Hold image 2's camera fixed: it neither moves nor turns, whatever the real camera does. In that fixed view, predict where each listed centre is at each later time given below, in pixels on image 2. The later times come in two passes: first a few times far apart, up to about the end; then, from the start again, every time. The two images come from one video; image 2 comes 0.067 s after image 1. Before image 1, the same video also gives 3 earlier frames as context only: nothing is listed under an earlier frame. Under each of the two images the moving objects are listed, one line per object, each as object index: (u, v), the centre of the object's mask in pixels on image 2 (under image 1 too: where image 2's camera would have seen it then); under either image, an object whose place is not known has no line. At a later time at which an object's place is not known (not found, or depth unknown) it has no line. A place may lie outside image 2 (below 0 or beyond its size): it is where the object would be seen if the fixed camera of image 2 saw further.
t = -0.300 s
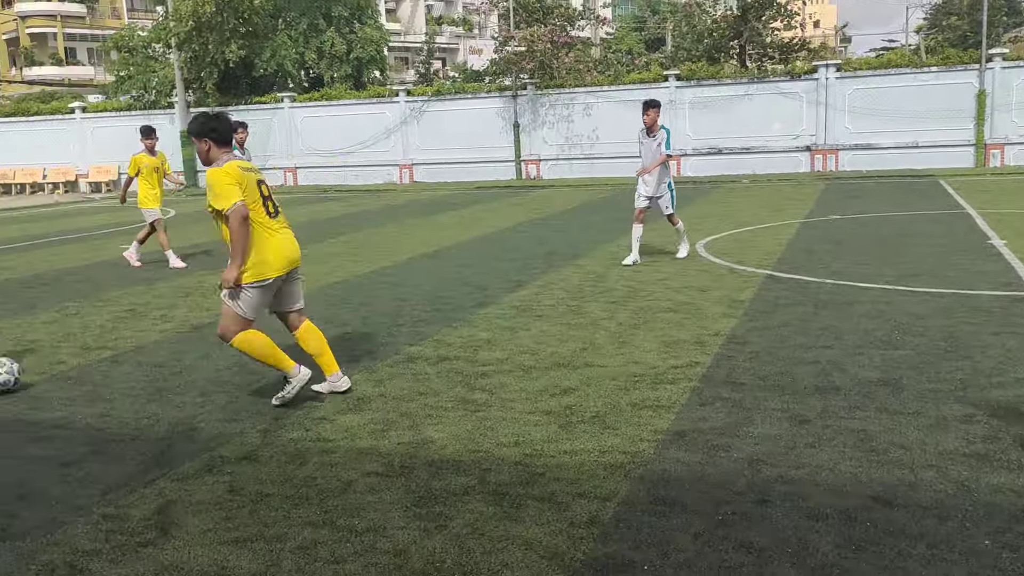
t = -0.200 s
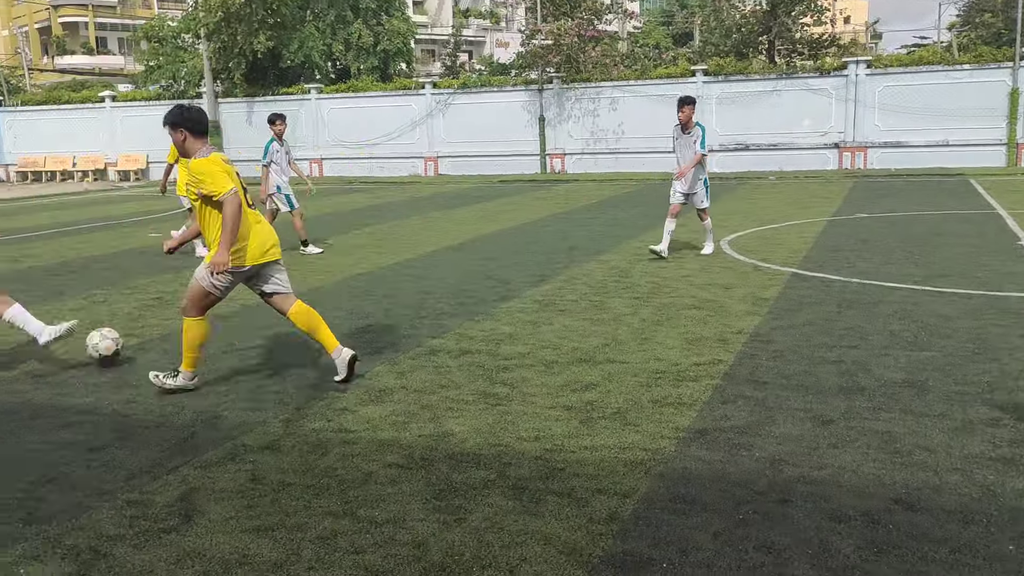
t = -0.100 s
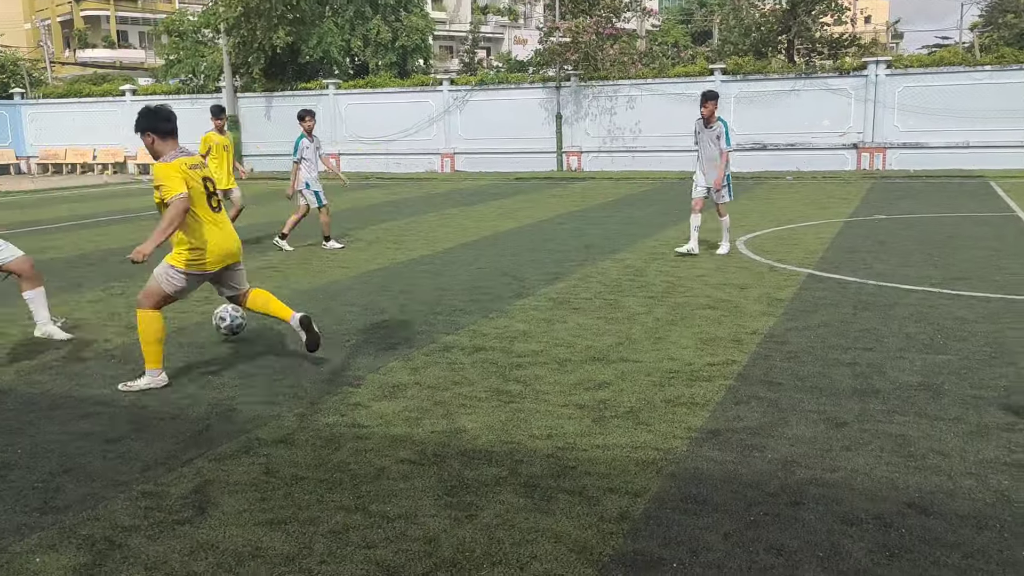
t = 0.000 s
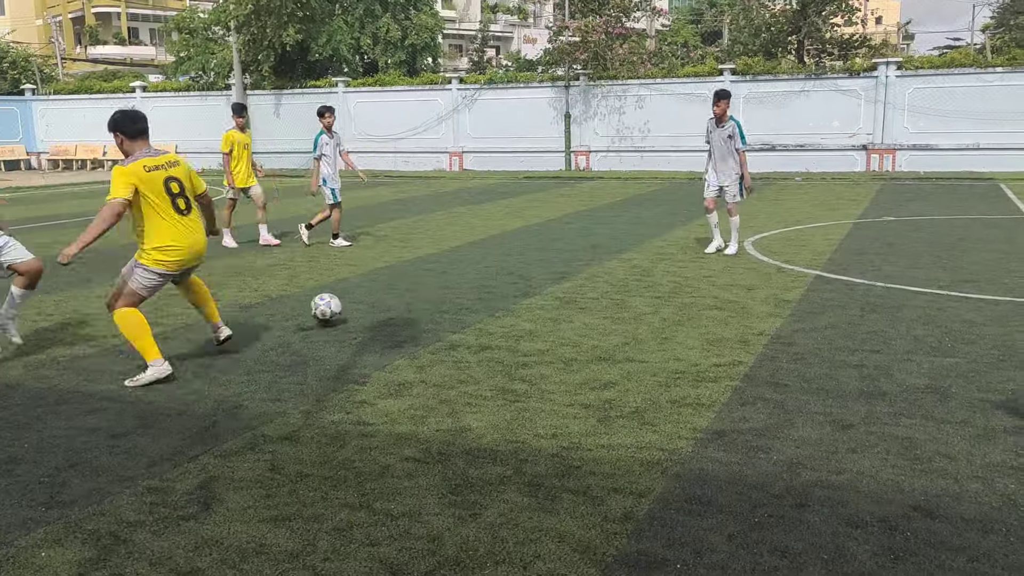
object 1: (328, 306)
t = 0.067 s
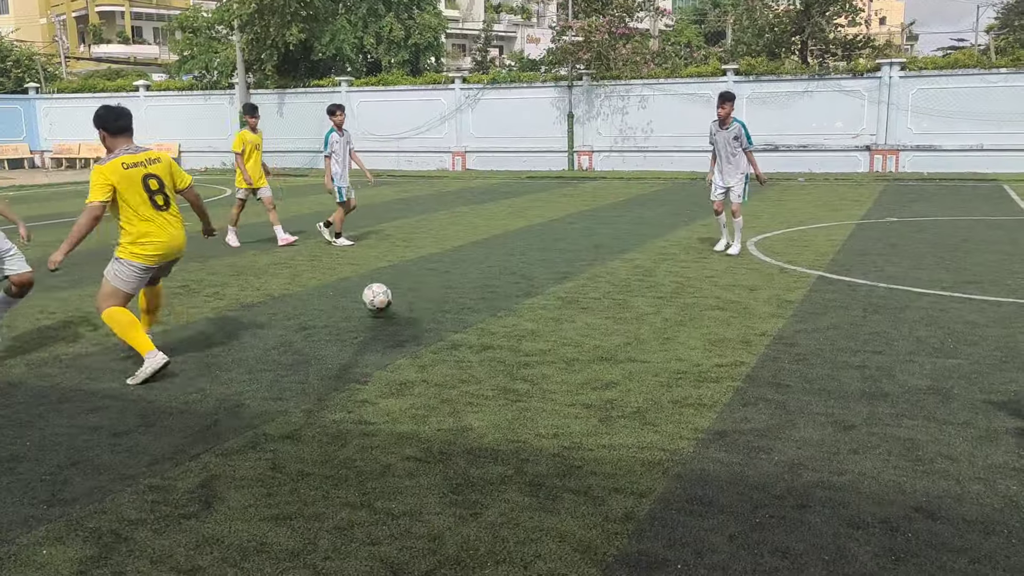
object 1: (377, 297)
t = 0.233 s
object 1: (484, 285)
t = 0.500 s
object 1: (626, 269)
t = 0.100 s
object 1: (399, 295)
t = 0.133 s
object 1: (422, 294)
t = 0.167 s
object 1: (445, 295)
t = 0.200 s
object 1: (464, 292)
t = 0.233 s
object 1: (484, 285)
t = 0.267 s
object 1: (504, 280)
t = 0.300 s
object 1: (523, 277)
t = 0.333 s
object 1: (541, 276)
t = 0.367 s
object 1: (559, 274)
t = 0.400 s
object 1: (577, 275)
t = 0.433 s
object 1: (594, 278)
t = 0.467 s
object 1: (610, 274)
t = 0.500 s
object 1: (626, 269)
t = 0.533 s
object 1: (642, 266)
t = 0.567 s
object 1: (658, 263)
